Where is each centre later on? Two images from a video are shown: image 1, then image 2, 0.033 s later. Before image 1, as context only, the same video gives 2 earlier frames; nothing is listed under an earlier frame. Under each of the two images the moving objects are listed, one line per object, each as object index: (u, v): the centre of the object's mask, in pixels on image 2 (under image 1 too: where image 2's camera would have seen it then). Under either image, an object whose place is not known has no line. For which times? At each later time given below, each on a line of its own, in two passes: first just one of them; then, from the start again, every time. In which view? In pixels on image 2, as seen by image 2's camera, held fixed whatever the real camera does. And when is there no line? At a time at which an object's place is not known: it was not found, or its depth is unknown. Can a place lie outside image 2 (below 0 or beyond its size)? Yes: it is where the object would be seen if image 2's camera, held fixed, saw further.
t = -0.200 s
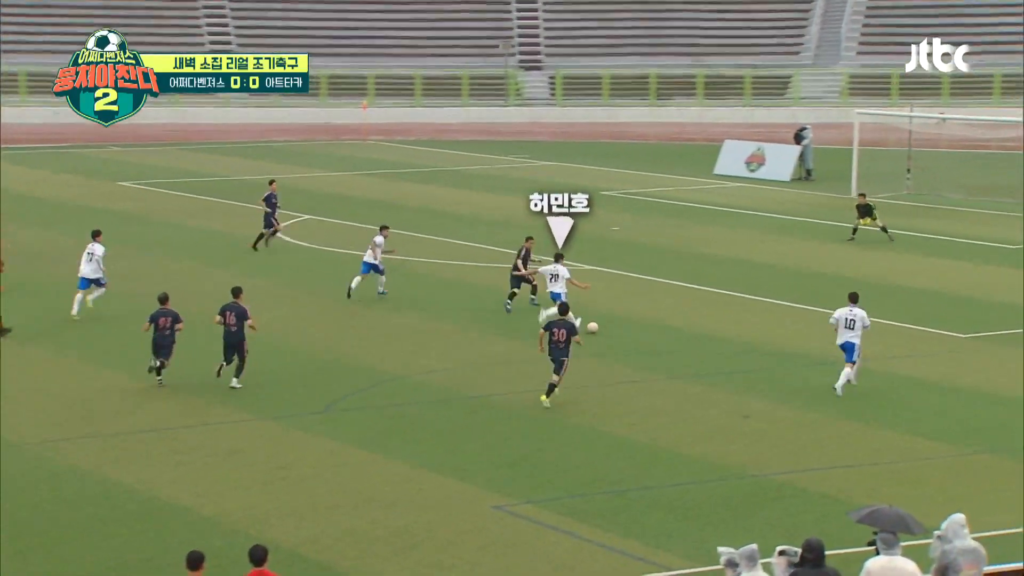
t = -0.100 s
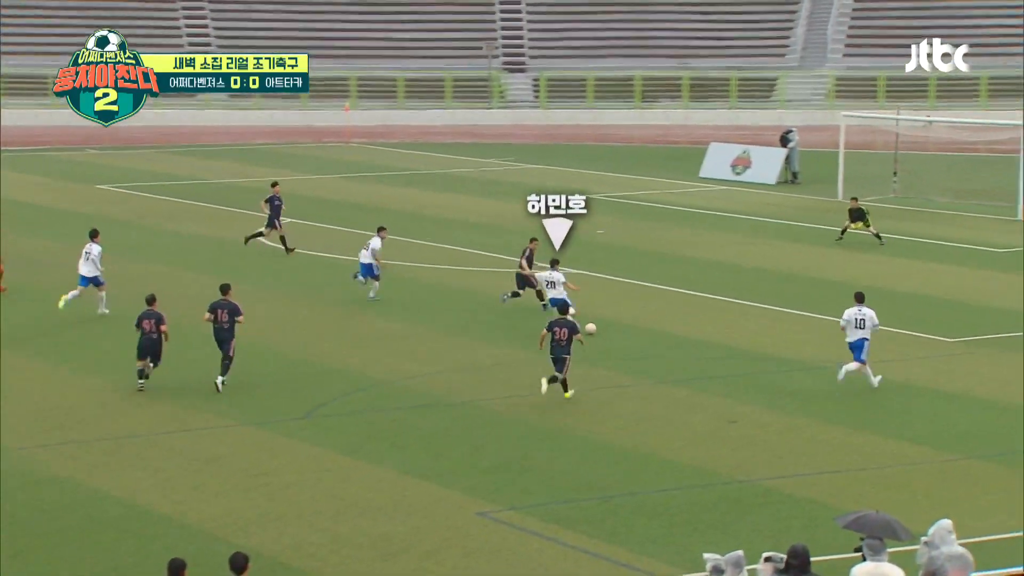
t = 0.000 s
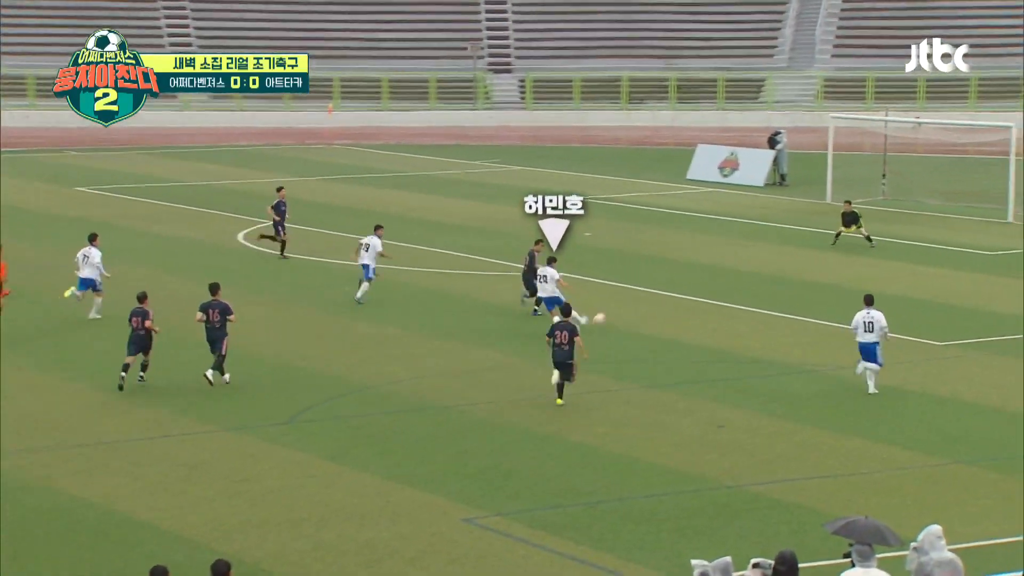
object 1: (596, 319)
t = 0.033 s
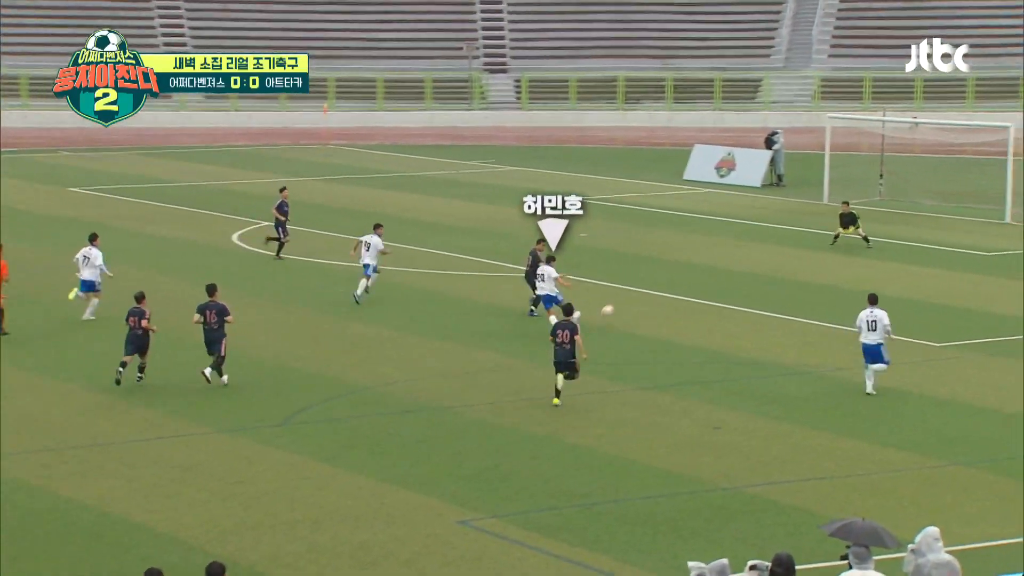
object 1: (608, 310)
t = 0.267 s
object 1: (676, 261)
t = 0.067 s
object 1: (619, 300)
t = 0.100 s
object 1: (630, 292)
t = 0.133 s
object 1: (640, 286)
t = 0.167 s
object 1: (651, 279)
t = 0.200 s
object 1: (660, 273)
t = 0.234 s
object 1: (668, 267)
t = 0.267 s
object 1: (676, 261)
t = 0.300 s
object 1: (685, 255)
